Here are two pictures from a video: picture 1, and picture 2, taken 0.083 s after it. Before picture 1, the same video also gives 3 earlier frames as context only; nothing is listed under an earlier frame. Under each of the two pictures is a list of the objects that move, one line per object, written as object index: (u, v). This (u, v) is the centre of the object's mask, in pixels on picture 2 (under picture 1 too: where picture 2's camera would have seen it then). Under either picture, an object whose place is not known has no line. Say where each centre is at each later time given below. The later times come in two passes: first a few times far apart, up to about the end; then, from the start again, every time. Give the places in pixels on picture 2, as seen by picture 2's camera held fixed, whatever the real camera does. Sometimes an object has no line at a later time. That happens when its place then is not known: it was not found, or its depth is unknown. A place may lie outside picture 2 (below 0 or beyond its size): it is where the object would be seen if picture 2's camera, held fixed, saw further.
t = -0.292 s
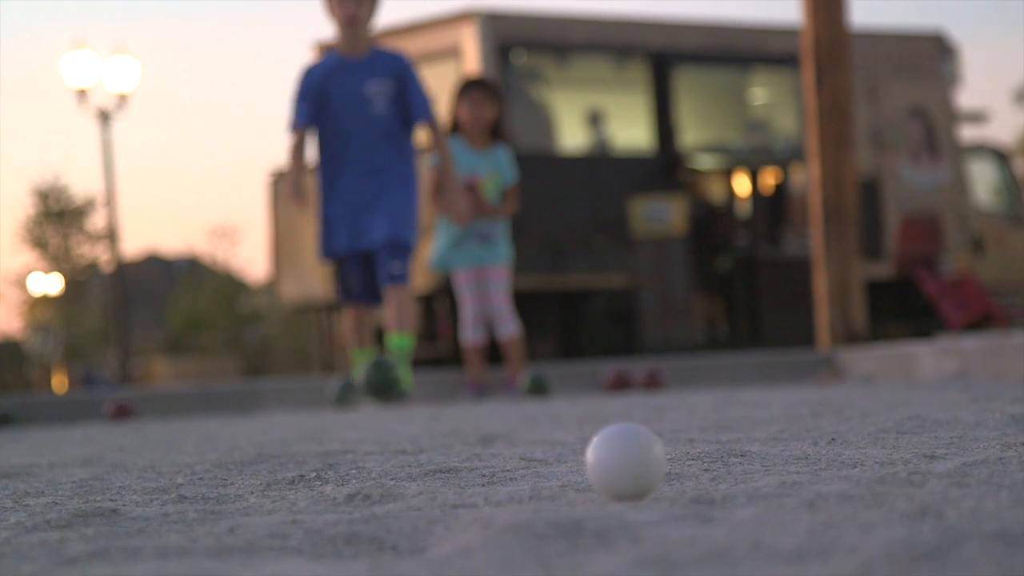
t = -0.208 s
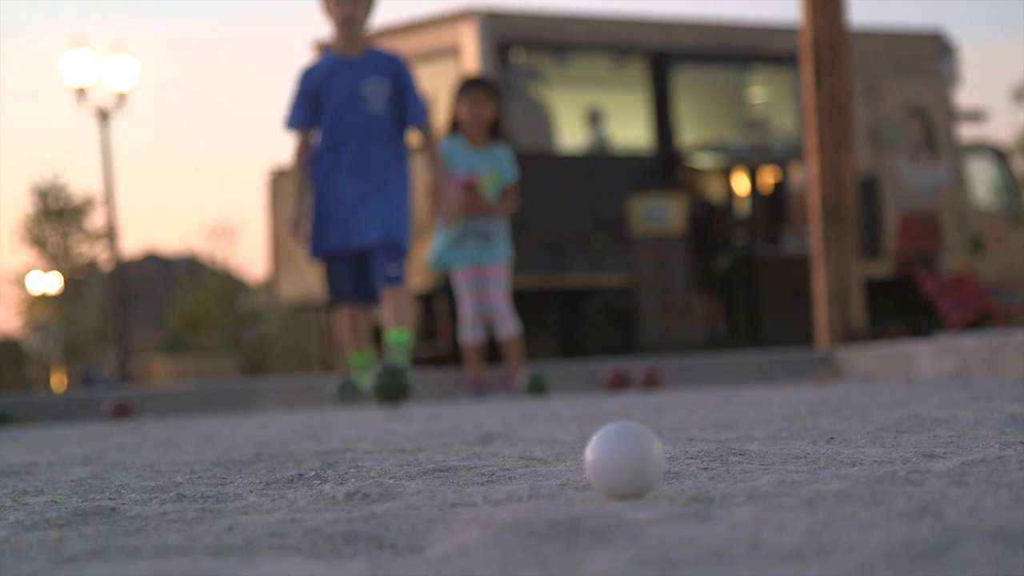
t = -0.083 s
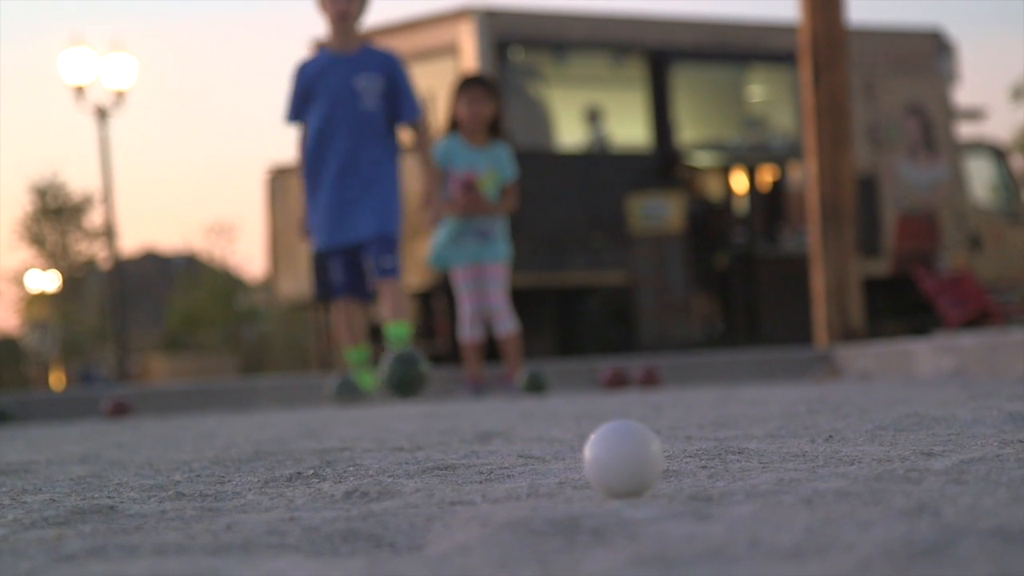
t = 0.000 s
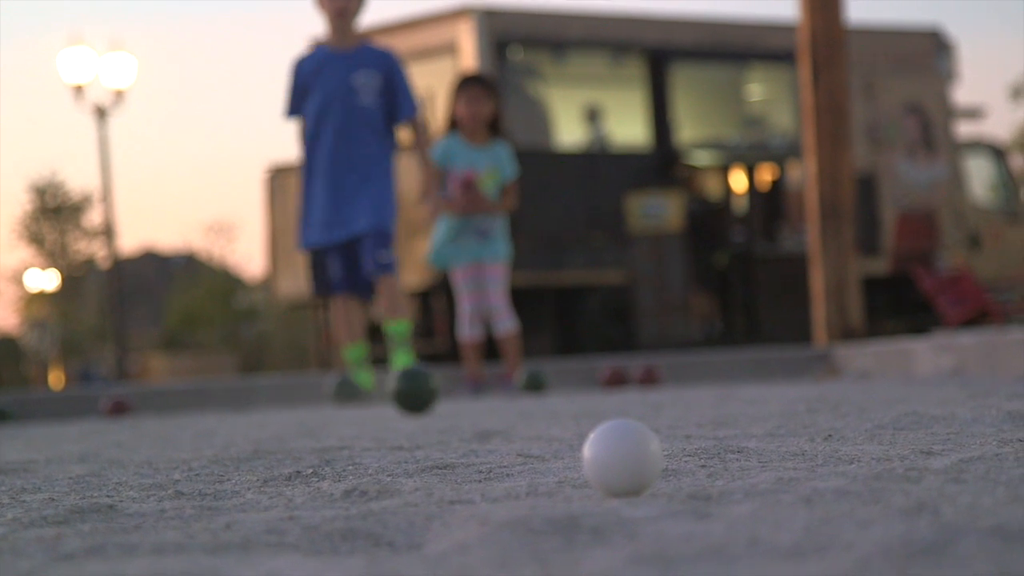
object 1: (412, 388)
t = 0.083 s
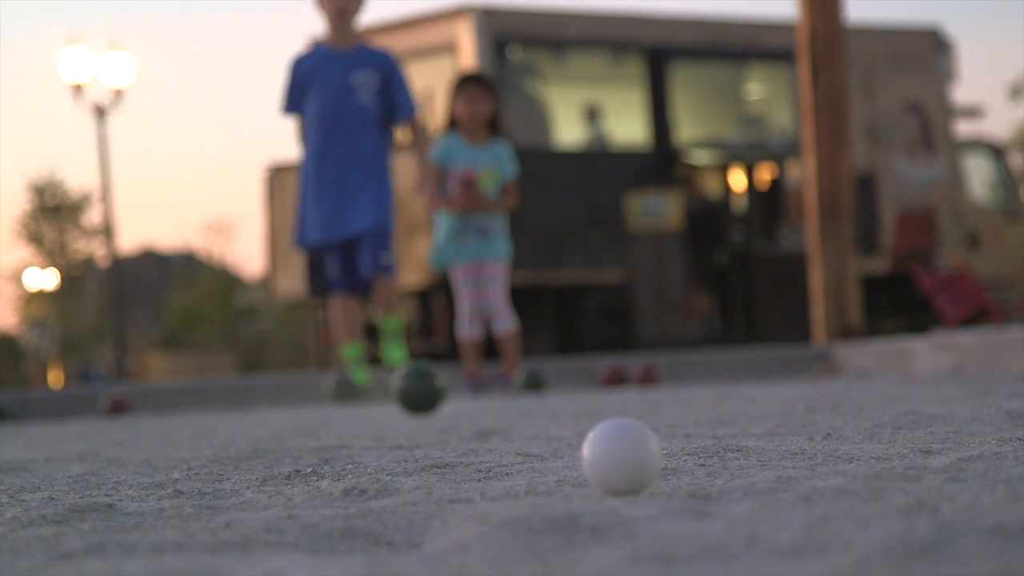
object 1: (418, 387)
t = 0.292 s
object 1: (432, 385)
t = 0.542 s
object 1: (456, 387)
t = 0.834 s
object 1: (476, 391)
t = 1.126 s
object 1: (448, 398)
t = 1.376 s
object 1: (429, 401)
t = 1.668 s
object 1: (400, 404)
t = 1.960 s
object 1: (392, 409)
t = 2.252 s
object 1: (396, 413)
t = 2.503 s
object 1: (422, 416)
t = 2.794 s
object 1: (481, 414)
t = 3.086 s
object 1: (489, 414)
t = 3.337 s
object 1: (478, 415)
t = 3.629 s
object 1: (465, 417)
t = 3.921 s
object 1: (466, 417)
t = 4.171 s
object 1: (466, 417)
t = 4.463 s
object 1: (466, 417)
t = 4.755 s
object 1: (466, 413)
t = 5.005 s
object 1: (465, 412)
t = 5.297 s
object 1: (466, 411)
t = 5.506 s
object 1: (467, 411)
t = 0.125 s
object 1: (420, 383)
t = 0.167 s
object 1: (424, 386)
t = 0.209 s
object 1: (426, 384)
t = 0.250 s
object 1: (429, 387)
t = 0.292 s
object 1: (432, 385)
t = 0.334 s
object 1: (435, 385)
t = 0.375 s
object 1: (439, 388)
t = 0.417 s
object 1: (442, 388)
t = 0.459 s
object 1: (446, 384)
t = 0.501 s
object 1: (451, 380)
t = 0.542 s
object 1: (456, 387)
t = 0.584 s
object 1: (460, 387)
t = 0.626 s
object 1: (464, 388)
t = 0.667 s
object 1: (469, 387)
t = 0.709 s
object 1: (473, 388)
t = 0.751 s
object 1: (474, 384)
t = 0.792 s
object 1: (476, 388)
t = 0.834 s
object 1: (476, 391)
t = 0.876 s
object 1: (475, 392)
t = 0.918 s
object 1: (473, 391)
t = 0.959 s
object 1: (471, 394)
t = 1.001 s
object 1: (466, 391)
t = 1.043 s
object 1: (460, 392)
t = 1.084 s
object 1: (453, 399)
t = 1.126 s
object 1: (448, 398)
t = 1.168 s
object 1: (445, 397)
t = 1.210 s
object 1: (441, 399)
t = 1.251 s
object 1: (438, 392)
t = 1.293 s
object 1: (435, 395)
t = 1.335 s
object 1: (432, 397)
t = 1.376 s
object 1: (429, 401)
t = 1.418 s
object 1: (424, 401)
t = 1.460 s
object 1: (420, 399)
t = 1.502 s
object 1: (416, 401)
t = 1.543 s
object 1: (412, 400)
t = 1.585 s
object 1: (408, 401)
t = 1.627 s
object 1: (403, 401)
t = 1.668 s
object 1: (400, 404)
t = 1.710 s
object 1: (396, 412)
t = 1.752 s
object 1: (394, 413)
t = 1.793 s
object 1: (393, 411)
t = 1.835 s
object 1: (392, 409)
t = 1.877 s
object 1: (391, 407)
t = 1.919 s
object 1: (391, 406)
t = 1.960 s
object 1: (392, 409)
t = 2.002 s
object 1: (394, 411)
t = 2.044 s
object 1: (395, 411)
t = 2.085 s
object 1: (396, 413)
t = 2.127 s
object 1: (397, 414)
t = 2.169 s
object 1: (397, 414)
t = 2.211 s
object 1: (397, 415)
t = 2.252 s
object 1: (396, 413)
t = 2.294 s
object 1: (396, 411)
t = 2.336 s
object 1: (398, 411)
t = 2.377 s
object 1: (402, 412)
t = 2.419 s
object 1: (407, 413)
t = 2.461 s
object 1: (414, 415)
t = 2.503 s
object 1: (422, 416)
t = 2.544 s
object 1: (430, 416)
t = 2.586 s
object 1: (440, 417)
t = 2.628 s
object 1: (449, 417)
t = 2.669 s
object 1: (458, 416)
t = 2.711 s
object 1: (467, 415)
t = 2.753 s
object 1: (475, 414)
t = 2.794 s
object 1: (481, 414)
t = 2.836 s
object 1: (485, 414)
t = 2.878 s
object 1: (489, 413)
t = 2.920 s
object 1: (491, 413)
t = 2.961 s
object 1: (492, 413)
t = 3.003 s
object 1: (492, 413)
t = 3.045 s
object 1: (491, 414)
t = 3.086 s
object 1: (489, 414)
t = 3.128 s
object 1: (487, 414)
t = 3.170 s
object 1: (485, 414)
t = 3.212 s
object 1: (483, 415)
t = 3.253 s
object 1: (481, 415)
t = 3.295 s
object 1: (479, 415)
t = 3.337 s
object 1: (478, 415)
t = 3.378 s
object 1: (477, 415)
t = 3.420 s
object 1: (475, 416)
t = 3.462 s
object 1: (473, 416)
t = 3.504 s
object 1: (471, 416)
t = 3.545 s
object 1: (468, 417)
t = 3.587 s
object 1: (467, 417)
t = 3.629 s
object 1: (465, 417)
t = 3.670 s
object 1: (465, 417)
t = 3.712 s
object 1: (465, 417)
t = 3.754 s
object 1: (465, 417)
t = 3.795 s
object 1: (465, 417)
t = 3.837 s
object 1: (465, 417)
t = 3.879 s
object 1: (465, 417)
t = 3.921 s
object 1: (466, 417)
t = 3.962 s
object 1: (466, 417)
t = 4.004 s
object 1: (466, 417)
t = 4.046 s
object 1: (466, 417)
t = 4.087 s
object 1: (466, 417)
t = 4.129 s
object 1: (466, 417)
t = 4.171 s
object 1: (466, 417)
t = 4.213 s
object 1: (466, 417)
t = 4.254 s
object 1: (466, 417)
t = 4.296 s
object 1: (466, 417)
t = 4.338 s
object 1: (466, 417)
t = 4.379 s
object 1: (466, 417)
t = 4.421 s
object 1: (466, 417)
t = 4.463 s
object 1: (466, 417)
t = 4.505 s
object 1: (466, 416)
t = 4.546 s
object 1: (466, 415)
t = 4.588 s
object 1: (466, 414)
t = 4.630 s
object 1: (466, 414)
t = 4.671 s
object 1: (466, 413)
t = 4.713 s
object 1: (466, 413)
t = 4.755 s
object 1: (466, 413)
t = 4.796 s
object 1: (466, 413)
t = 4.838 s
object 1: (466, 412)
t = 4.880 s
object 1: (466, 412)
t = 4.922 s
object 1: (466, 412)
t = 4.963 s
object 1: (465, 412)
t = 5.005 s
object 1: (465, 412)
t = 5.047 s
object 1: (466, 411)
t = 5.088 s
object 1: (466, 411)
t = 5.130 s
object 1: (466, 411)
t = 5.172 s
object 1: (466, 411)
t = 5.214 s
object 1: (466, 411)
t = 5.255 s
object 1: (466, 411)
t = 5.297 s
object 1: (466, 411)
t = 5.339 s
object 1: (466, 411)
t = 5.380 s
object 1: (466, 411)
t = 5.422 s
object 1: (466, 411)
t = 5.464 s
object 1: (466, 411)
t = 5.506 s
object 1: (467, 411)
